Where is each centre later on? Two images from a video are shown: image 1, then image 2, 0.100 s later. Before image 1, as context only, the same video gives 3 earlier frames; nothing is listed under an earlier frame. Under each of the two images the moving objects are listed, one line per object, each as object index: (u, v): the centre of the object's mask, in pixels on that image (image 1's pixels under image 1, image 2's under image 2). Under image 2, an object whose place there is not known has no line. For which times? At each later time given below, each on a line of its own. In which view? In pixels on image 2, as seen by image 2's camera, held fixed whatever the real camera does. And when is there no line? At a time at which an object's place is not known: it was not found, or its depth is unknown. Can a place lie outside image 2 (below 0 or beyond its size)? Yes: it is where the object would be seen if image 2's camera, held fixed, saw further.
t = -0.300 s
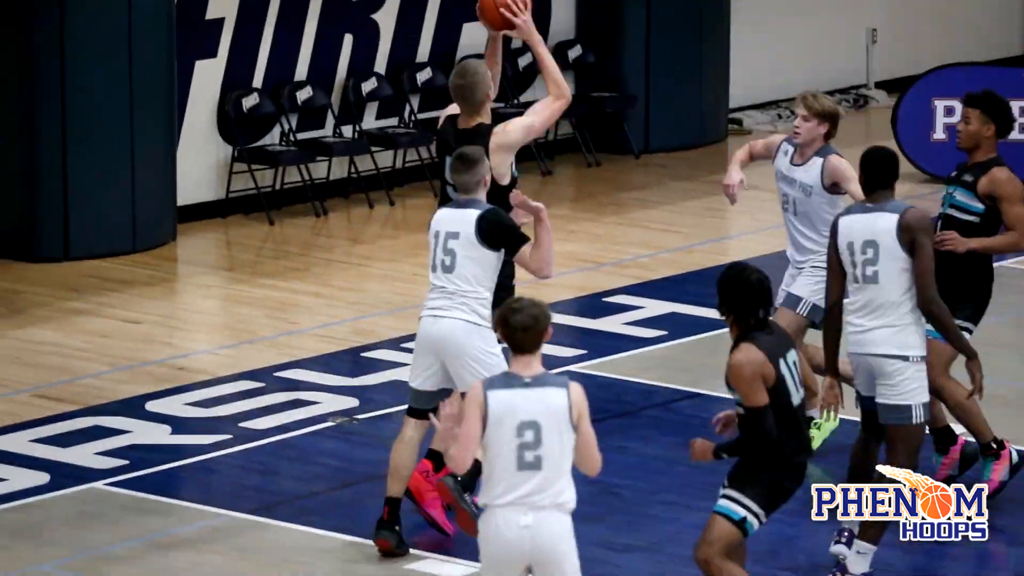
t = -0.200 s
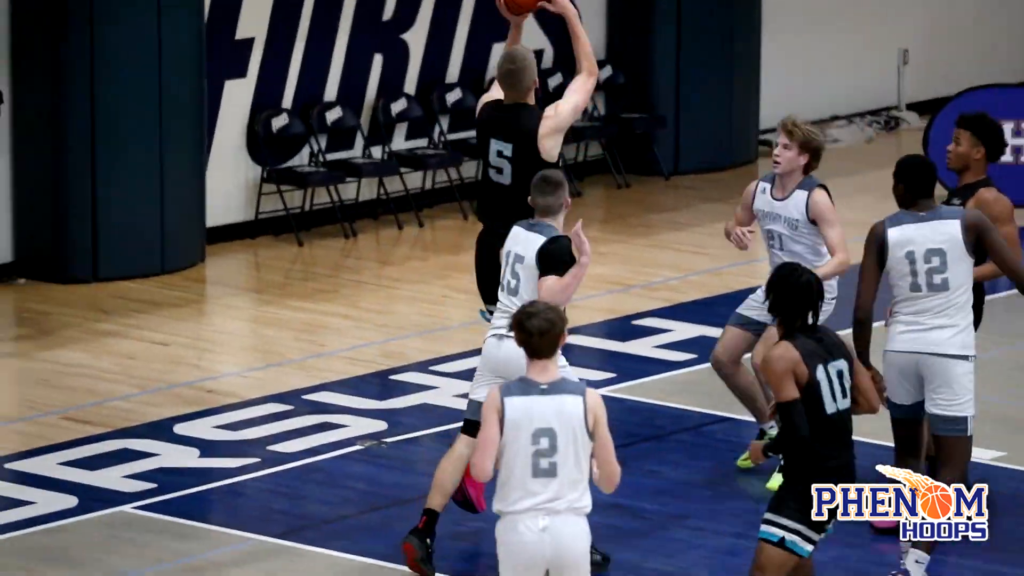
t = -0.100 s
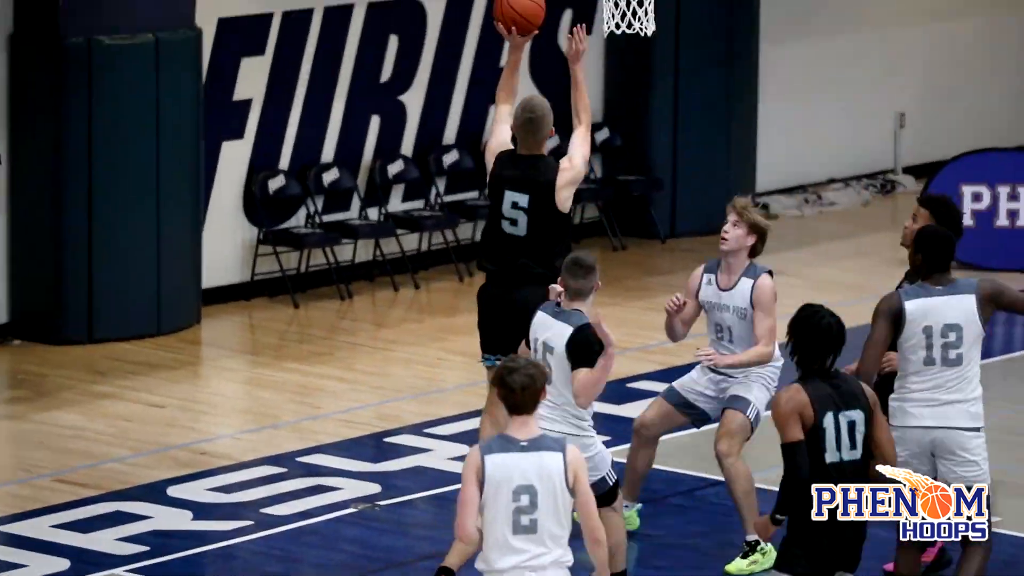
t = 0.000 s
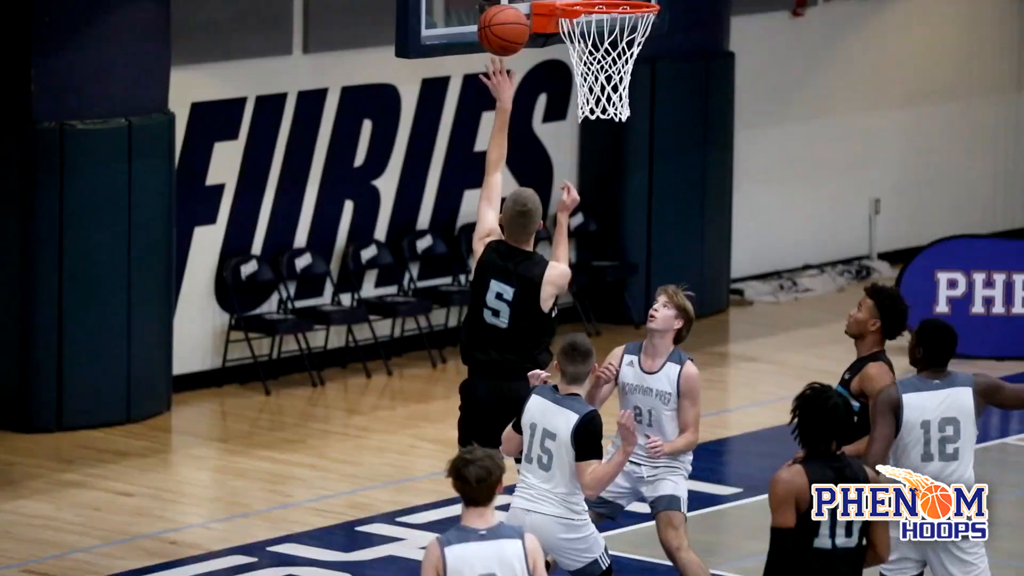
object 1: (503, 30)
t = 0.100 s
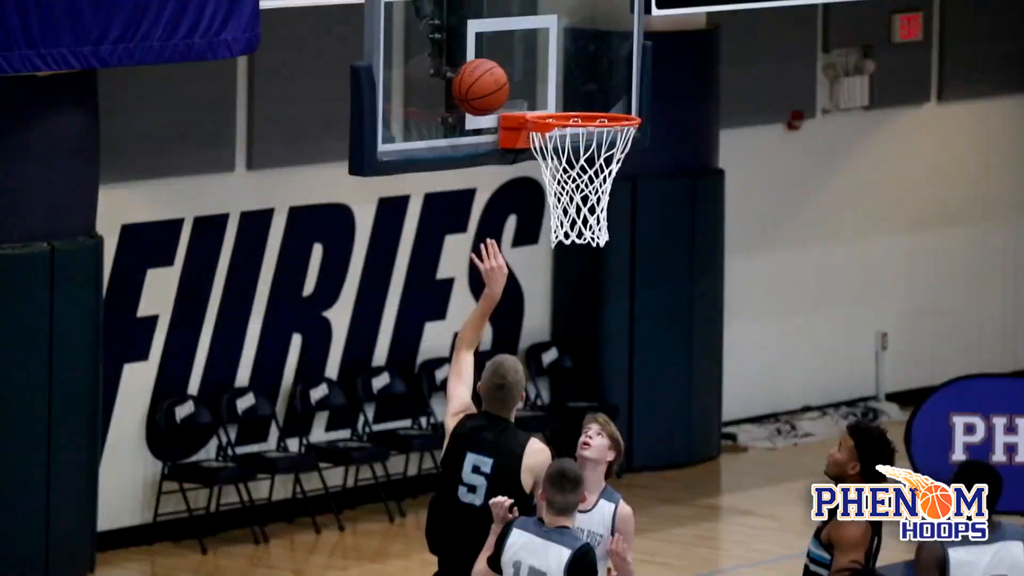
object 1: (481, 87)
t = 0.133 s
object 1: (487, 76)
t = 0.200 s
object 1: (513, 70)
